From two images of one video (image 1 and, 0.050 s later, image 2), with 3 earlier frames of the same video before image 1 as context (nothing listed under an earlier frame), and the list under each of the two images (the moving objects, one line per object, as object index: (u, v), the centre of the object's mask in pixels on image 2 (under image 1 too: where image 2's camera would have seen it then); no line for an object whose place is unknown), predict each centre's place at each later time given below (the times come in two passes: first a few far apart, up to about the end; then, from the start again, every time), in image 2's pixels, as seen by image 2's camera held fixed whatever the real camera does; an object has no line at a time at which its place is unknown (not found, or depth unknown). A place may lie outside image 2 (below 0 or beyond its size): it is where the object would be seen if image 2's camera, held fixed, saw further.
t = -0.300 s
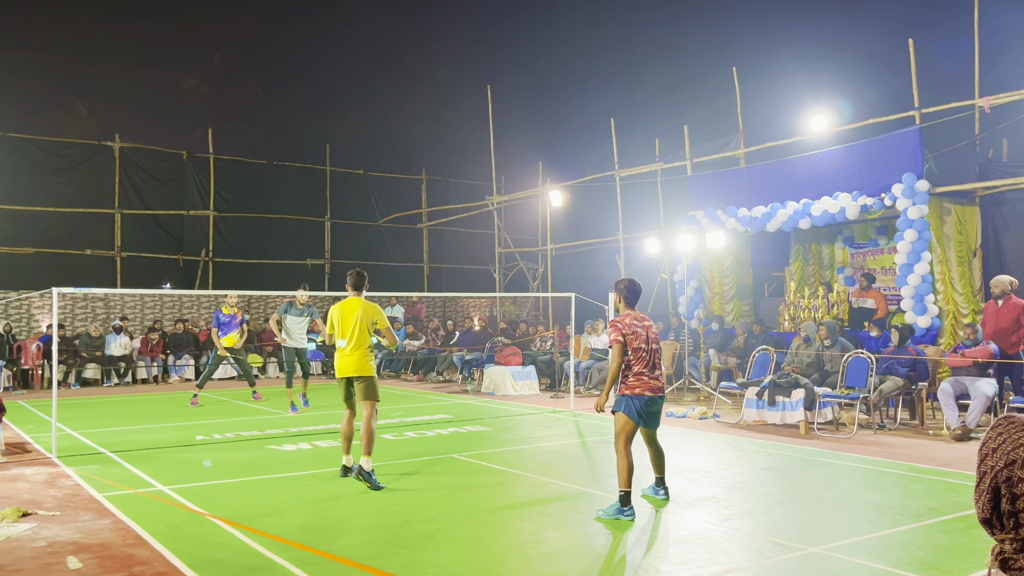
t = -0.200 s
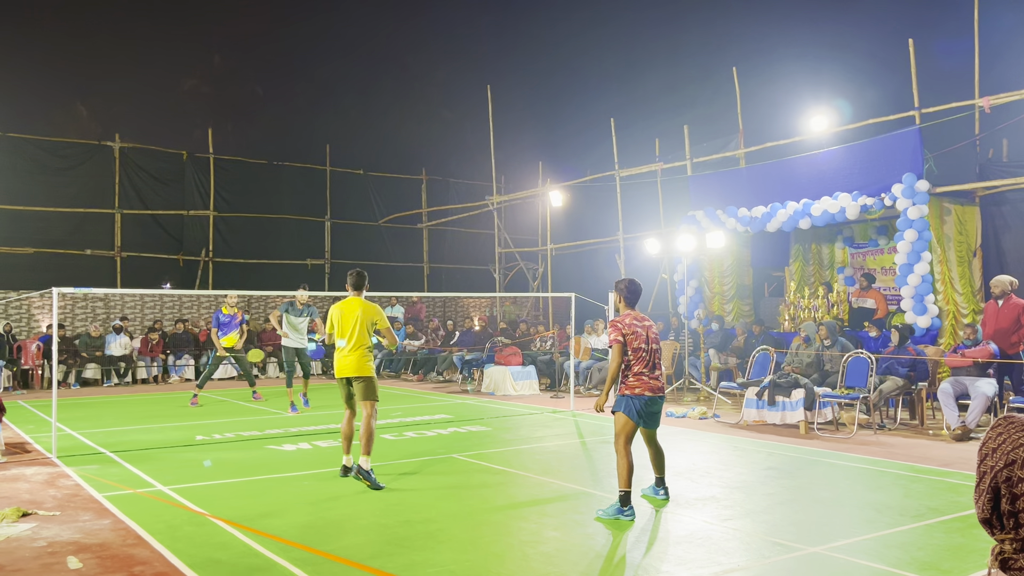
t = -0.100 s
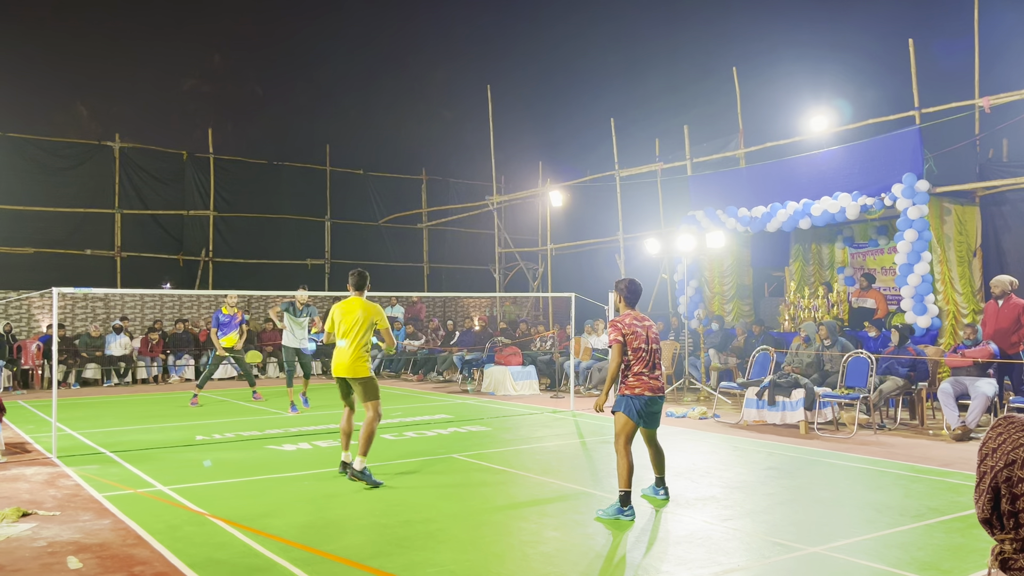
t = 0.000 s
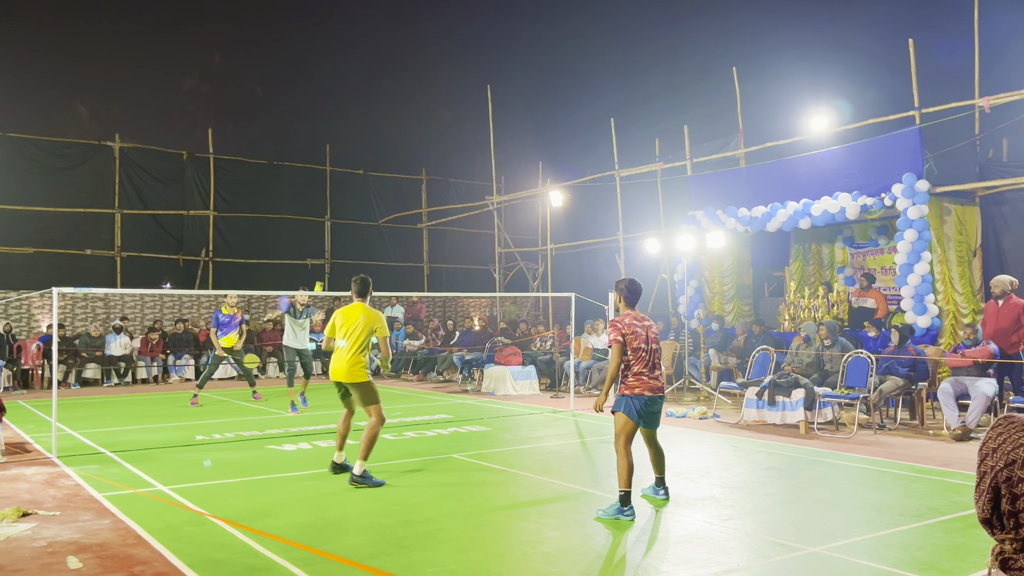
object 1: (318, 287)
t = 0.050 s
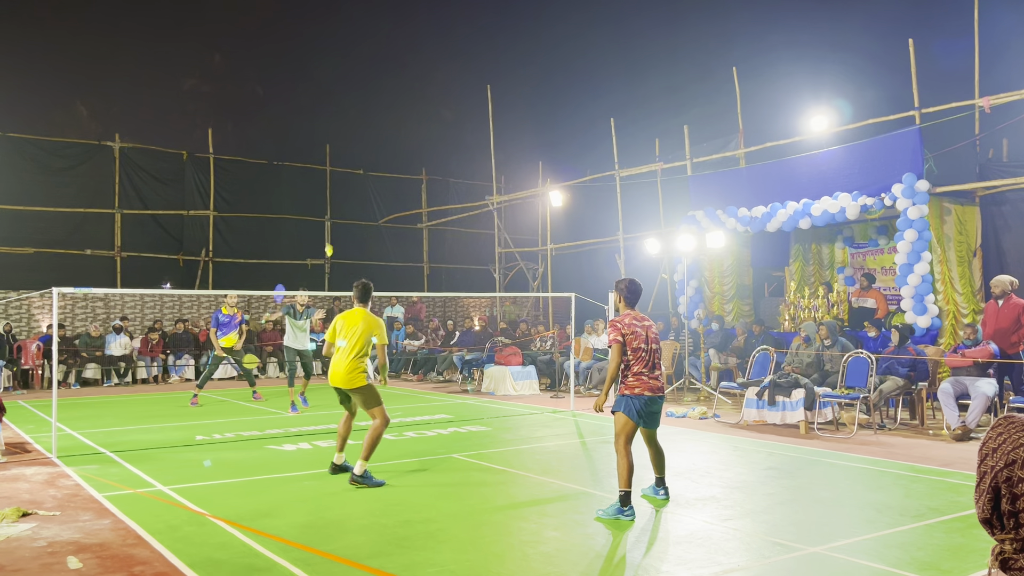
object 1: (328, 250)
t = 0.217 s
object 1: (344, 147)
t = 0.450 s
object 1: (369, 56)
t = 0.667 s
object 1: (393, 26)
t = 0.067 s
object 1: (328, 238)
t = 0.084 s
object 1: (329, 226)
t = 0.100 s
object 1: (330, 215)
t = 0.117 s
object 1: (332, 204)
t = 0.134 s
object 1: (334, 194)
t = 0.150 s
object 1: (337, 185)
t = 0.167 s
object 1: (339, 175)
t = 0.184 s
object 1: (341, 165)
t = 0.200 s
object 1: (342, 156)
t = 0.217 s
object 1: (344, 147)
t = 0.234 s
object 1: (346, 138)
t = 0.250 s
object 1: (348, 131)
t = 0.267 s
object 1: (349, 123)
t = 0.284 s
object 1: (351, 115)
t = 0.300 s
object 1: (353, 108)
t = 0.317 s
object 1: (355, 101)
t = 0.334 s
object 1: (356, 94)
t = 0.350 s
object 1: (358, 88)
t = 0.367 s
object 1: (360, 82)
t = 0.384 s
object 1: (361, 76)
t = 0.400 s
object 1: (363, 71)
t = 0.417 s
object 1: (365, 65)
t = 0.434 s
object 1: (367, 61)
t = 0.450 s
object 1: (369, 56)
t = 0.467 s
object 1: (371, 52)
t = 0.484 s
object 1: (372, 48)
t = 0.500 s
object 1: (374, 45)
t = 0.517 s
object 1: (376, 41)
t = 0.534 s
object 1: (377, 38)
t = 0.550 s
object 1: (379, 35)
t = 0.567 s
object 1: (381, 33)
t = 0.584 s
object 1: (383, 31)
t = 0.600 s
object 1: (385, 29)
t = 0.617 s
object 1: (387, 27)
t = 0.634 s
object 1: (389, 26)
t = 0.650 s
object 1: (391, 26)
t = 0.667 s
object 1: (393, 26)
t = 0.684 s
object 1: (394, 26)
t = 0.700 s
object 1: (396, 27)
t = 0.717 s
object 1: (398, 27)
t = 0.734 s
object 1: (399, 29)
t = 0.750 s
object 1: (401, 30)
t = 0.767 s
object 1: (403, 32)
